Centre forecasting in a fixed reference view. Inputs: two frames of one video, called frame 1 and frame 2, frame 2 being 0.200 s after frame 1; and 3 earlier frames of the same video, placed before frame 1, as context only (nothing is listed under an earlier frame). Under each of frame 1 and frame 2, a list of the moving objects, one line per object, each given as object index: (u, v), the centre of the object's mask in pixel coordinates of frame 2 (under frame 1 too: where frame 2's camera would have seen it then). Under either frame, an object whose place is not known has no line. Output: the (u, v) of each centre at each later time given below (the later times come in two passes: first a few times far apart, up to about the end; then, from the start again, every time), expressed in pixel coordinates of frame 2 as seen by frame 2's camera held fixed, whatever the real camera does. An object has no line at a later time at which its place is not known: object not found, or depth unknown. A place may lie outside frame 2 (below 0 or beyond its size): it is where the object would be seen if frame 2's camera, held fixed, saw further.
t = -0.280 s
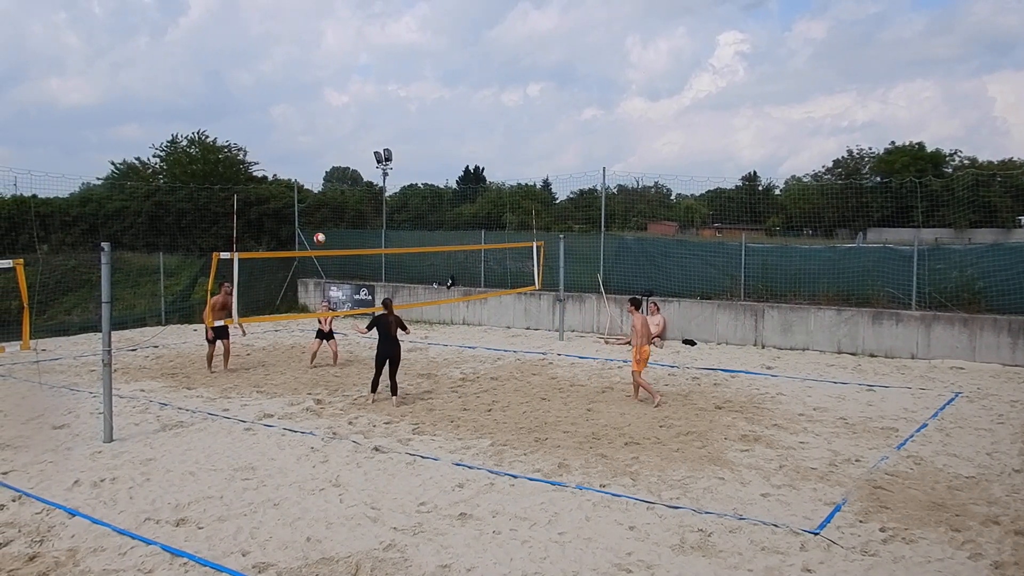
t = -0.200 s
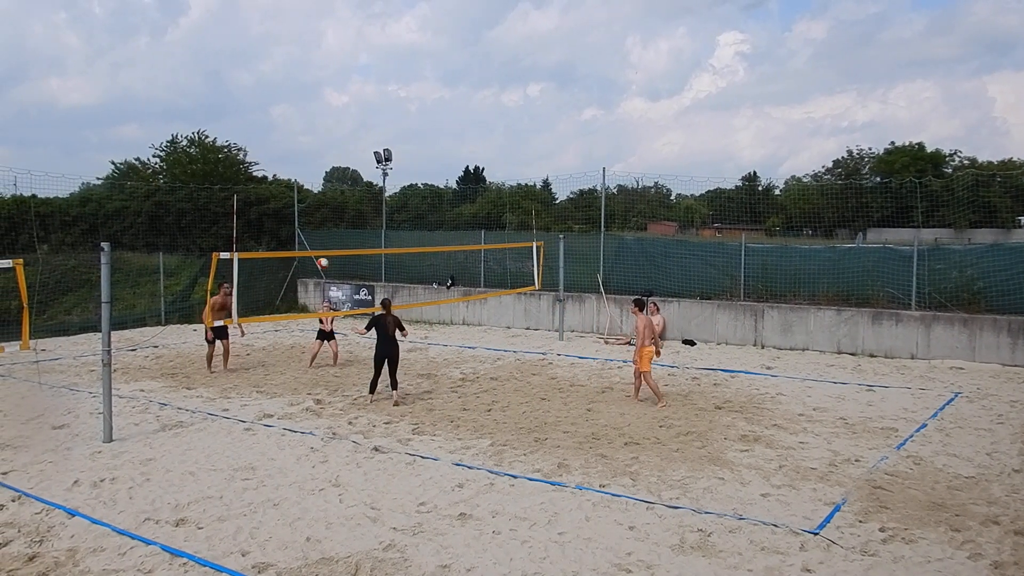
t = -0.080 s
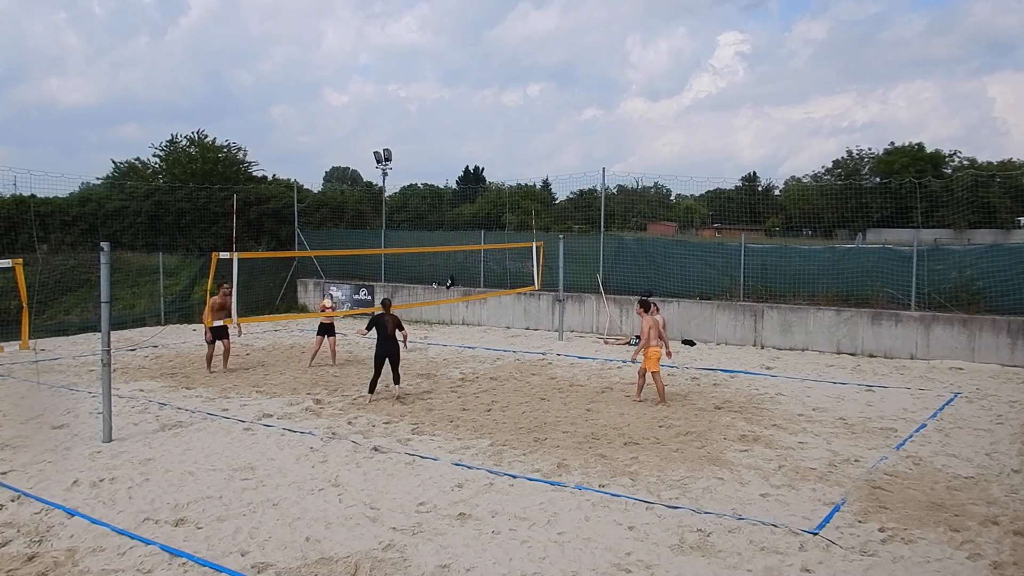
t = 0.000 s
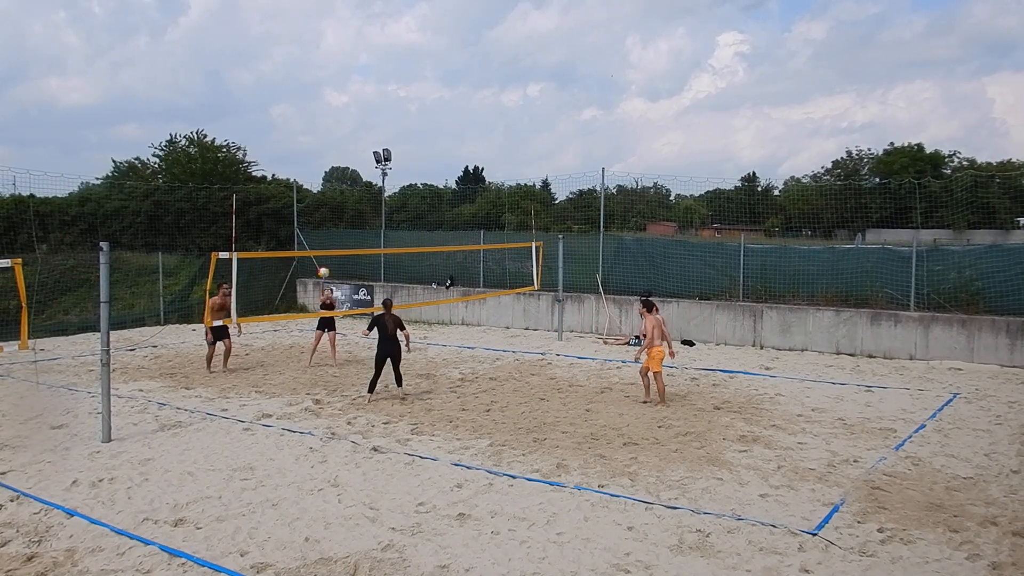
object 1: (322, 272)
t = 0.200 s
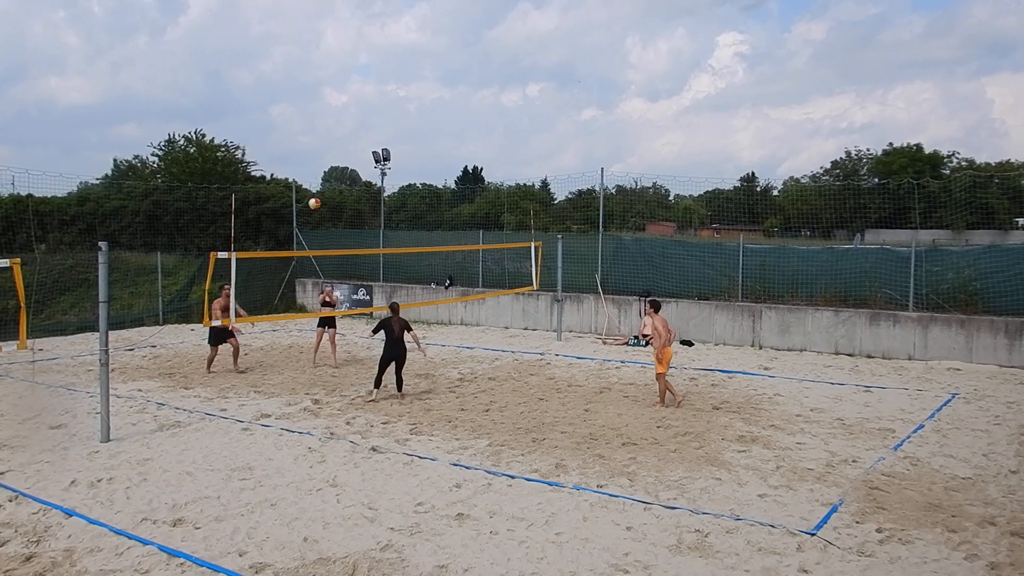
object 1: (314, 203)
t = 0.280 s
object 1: (311, 181)
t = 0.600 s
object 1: (294, 123)
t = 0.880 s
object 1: (281, 119)
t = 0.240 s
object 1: (312, 192)
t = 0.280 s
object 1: (311, 181)
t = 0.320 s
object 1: (309, 171)
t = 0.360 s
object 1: (307, 161)
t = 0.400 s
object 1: (305, 153)
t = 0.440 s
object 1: (303, 145)
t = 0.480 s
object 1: (300, 138)
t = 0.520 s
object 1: (299, 132)
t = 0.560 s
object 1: (297, 127)
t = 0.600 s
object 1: (294, 123)
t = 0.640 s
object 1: (292, 120)
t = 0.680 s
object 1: (290, 118)
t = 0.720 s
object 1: (288, 116)
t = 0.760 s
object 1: (287, 115)
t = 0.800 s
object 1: (284, 115)
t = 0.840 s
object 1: (282, 117)
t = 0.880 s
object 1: (281, 119)
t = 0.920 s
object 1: (278, 122)
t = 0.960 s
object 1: (277, 126)
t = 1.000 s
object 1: (275, 131)
